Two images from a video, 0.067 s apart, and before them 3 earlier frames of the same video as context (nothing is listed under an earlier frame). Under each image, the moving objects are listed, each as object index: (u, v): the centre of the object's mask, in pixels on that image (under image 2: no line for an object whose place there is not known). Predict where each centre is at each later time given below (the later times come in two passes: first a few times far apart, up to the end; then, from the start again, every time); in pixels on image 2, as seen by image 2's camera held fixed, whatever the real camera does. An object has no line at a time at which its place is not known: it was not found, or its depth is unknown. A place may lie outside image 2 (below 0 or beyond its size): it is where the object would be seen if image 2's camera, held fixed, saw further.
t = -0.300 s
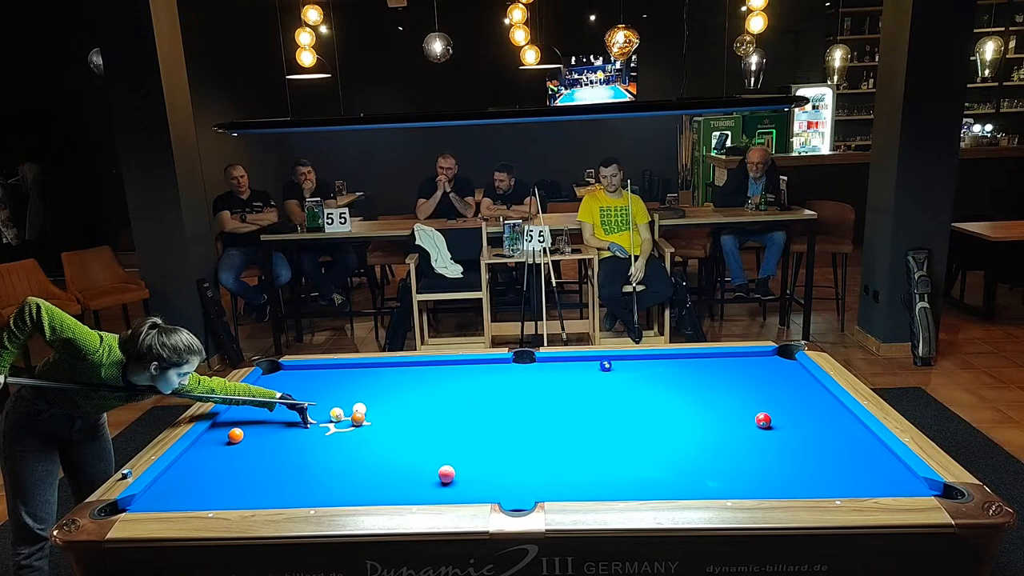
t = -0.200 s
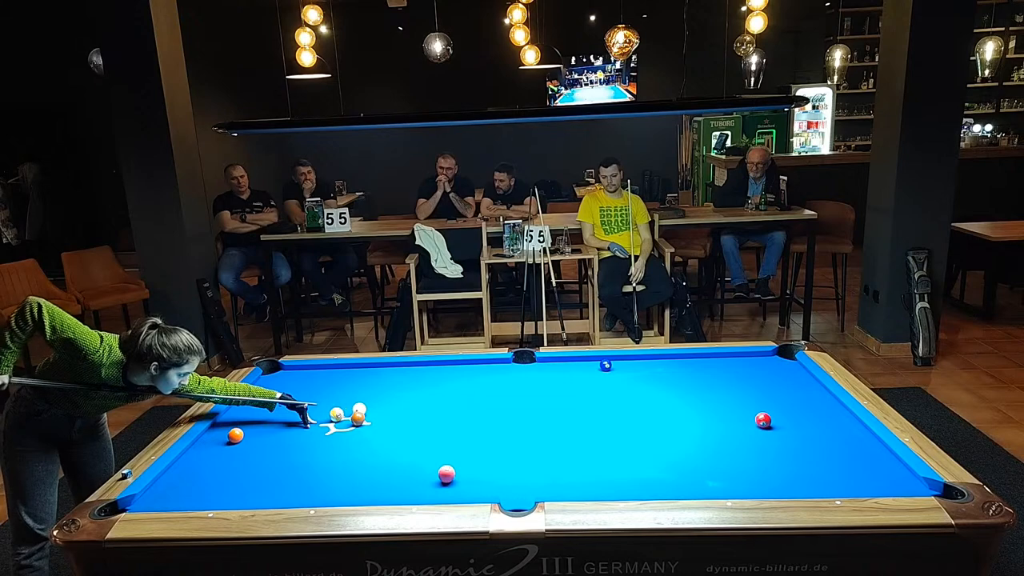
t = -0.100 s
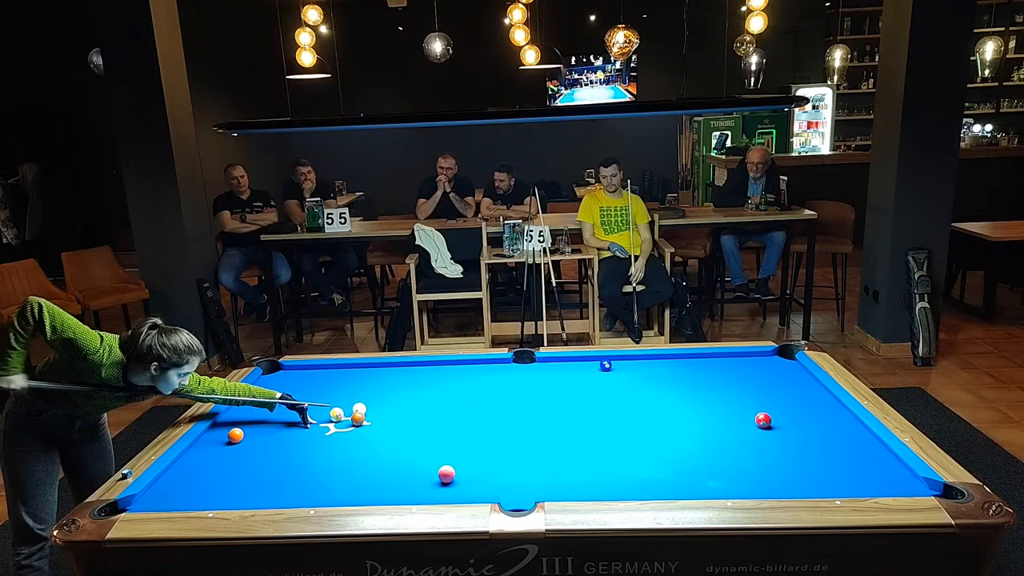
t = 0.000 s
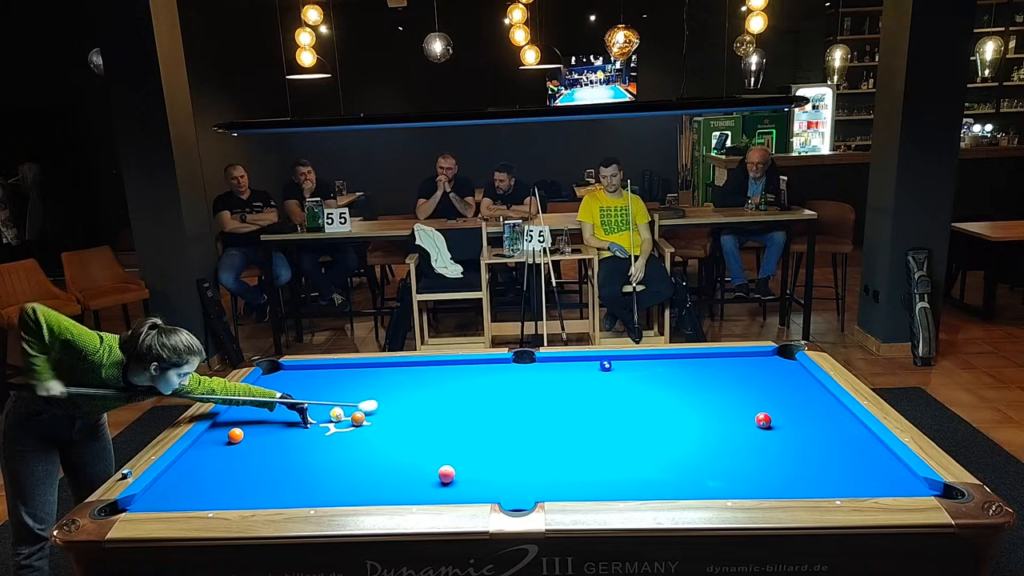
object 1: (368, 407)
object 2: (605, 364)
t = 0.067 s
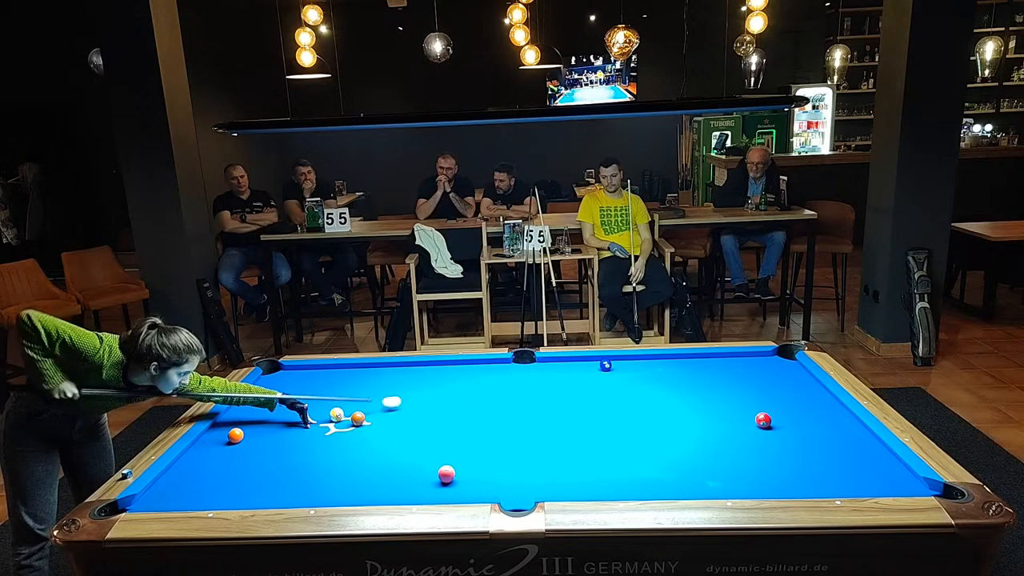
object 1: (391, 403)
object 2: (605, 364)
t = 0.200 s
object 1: (436, 395)
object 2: (605, 364)
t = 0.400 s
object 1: (498, 383)
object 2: (605, 364)
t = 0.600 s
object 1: (556, 372)
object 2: (605, 364)
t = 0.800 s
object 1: (593, 364)
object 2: (622, 364)
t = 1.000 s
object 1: (602, 359)
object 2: (663, 361)
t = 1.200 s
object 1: (608, 361)
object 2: (697, 357)
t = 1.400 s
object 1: (615, 363)
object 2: (730, 357)
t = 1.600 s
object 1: (621, 366)
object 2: (763, 357)
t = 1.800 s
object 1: (626, 367)
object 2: (786, 356)
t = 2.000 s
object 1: (631, 369)
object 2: (777, 354)
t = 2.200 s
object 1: (636, 371)
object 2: (781, 357)
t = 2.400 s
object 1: (639, 373)
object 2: (785, 359)
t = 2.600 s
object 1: (642, 374)
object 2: (788, 361)
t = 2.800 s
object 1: (645, 376)
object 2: (791, 363)
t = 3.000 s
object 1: (647, 377)
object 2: (793, 365)
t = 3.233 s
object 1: (649, 377)
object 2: (795, 366)
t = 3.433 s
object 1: (651, 378)
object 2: (797, 367)
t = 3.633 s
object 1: (651, 378)
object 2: (798, 368)
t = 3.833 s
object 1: (652, 378)
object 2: (800, 369)
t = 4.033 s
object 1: (652, 378)
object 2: (801, 370)
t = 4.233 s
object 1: (652, 378)
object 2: (801, 370)
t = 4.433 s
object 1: (652, 378)
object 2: (801, 370)
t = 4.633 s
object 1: (652, 378)
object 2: (801, 370)
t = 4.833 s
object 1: (652, 378)
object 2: (801, 370)
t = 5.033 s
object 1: (652, 378)
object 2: (801, 370)
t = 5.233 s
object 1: (652, 378)
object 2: (801, 370)
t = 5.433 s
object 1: (652, 378)
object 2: (801, 370)
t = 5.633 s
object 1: (652, 378)
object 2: (801, 370)
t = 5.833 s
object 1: (652, 378)
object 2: (801, 370)
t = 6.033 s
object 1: (652, 378)
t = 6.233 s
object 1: (652, 378)
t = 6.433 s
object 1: (652, 378)
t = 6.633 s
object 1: (652, 378)
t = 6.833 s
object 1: (652, 378)
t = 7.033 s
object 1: (652, 378)
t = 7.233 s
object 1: (652, 378)
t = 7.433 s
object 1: (652, 378)
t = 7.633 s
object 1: (652, 378)
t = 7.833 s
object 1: (652, 378)
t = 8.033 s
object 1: (652, 378)
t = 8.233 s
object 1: (652, 378)
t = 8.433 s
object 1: (652, 378)
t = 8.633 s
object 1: (652, 378)
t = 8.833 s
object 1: (652, 378)
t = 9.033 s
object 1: (652, 378)
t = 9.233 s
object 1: (652, 378)
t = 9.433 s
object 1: (652, 378)
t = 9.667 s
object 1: (652, 378)
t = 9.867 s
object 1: (652, 378)
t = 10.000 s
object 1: (652, 378)
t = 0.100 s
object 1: (403, 401)
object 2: (605, 364)
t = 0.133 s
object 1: (414, 399)
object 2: (605, 364)
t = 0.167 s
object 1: (425, 397)
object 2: (605, 364)
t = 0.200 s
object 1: (436, 395)
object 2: (605, 364)
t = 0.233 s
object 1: (447, 392)
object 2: (605, 364)
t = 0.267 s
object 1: (457, 391)
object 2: (605, 364)
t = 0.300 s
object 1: (468, 388)
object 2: (605, 364)
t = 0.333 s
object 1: (478, 387)
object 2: (605, 364)
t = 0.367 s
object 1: (488, 385)
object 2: (605, 364)
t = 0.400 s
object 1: (498, 383)
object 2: (605, 364)
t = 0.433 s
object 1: (508, 381)
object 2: (605, 364)
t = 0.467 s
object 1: (518, 379)
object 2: (605, 364)
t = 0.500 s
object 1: (528, 377)
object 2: (605, 364)
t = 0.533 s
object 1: (538, 375)
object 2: (605, 364)
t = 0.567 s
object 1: (547, 374)
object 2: (605, 364)
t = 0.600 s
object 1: (556, 372)
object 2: (605, 364)
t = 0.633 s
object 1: (566, 371)
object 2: (605, 364)
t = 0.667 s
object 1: (575, 368)
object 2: (605, 364)
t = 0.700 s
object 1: (584, 367)
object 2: (605, 365)
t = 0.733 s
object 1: (592, 366)
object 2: (606, 365)
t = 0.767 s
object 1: (593, 365)
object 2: (614, 365)
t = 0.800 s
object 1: (593, 364)
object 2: (622, 364)
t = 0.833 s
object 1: (594, 363)
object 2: (630, 364)
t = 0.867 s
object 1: (595, 362)
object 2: (638, 363)
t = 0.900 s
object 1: (596, 361)
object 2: (645, 363)
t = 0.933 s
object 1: (598, 361)
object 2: (651, 362)
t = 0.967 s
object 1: (600, 360)
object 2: (657, 361)
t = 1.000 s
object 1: (602, 359)
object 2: (663, 361)
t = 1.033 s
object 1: (603, 359)
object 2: (668, 360)
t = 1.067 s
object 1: (604, 359)
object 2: (674, 360)
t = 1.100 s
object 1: (605, 360)
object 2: (680, 359)
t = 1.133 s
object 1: (606, 360)
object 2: (686, 358)
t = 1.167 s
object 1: (607, 361)
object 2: (692, 358)
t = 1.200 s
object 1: (608, 361)
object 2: (697, 357)
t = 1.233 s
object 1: (609, 361)
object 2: (703, 356)
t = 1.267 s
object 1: (611, 362)
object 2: (708, 357)
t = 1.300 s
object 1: (612, 362)
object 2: (713, 356)
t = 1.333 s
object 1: (613, 363)
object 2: (719, 356)
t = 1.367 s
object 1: (614, 363)
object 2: (724, 357)
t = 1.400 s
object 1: (615, 363)
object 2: (730, 357)
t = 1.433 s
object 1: (616, 364)
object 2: (736, 357)
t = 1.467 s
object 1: (617, 364)
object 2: (741, 357)
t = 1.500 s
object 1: (618, 364)
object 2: (746, 357)
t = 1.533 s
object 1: (619, 365)
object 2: (752, 357)
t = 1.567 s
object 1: (620, 365)
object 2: (757, 357)
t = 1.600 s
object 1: (621, 366)
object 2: (763, 357)
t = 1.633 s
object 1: (622, 366)
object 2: (768, 358)
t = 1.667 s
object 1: (623, 366)
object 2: (774, 357)
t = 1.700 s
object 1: (623, 367)
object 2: (780, 357)
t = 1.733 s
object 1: (624, 367)
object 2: (785, 356)
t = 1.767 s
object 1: (625, 367)
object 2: (788, 357)
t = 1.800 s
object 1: (626, 367)
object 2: (786, 356)
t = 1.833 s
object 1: (627, 368)
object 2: (783, 355)
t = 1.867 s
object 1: (628, 368)
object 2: (780, 355)
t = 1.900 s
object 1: (629, 369)
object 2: (778, 354)
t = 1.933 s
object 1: (630, 369)
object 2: (776, 354)
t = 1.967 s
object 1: (631, 369)
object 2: (777, 354)
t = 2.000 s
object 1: (631, 369)
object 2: (777, 354)
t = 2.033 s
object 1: (632, 370)
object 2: (778, 355)
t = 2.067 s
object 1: (633, 370)
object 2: (779, 355)
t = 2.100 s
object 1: (633, 371)
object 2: (779, 355)
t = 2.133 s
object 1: (634, 371)
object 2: (780, 356)
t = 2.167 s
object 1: (635, 371)
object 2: (780, 356)
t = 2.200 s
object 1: (636, 371)
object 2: (781, 357)
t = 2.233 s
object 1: (636, 372)
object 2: (782, 357)
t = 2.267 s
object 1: (637, 372)
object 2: (783, 358)
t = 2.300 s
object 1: (637, 372)
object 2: (783, 358)
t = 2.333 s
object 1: (638, 373)
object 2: (784, 358)
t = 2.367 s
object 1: (639, 373)
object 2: (784, 359)
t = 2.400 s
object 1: (639, 373)
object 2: (785, 359)
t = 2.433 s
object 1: (640, 373)
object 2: (785, 360)
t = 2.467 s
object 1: (640, 373)
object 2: (786, 360)
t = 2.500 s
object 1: (641, 374)
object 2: (786, 360)
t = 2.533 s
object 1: (641, 374)
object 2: (787, 361)
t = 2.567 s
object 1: (642, 374)
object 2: (787, 361)
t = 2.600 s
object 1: (642, 374)
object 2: (788, 361)
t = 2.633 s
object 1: (643, 375)
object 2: (789, 362)
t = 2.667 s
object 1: (643, 375)
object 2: (789, 362)
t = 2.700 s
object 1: (644, 375)
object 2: (790, 362)
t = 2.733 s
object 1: (644, 375)
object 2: (790, 363)
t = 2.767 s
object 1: (645, 375)
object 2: (790, 363)
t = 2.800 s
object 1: (645, 376)
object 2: (791, 363)
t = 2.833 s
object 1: (646, 376)
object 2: (791, 364)
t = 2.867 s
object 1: (646, 376)
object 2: (791, 364)
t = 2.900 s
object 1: (646, 376)
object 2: (792, 364)
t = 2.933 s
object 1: (647, 376)
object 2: (792, 364)
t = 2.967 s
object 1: (647, 376)
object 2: (793, 365)
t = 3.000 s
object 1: (647, 377)
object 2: (793, 365)
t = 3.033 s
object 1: (648, 377)
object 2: (793, 365)
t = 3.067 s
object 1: (648, 377)
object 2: (794, 365)
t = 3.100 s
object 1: (648, 377)
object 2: (794, 366)
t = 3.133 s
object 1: (649, 377)
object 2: (794, 366)
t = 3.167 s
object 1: (649, 377)
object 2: (795, 366)
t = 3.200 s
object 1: (649, 377)
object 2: (795, 366)
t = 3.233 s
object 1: (649, 377)
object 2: (795, 366)
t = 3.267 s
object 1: (650, 377)
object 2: (796, 367)
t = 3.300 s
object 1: (650, 377)
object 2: (796, 367)
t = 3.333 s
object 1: (650, 378)
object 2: (796, 367)
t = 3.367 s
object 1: (650, 378)
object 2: (797, 367)
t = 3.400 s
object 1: (650, 378)
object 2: (797, 367)
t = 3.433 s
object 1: (651, 378)
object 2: (797, 367)
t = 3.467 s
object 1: (651, 378)
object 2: (797, 368)
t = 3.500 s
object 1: (651, 378)
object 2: (798, 368)
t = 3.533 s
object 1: (651, 378)
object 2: (798, 368)
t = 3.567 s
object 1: (651, 378)
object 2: (798, 368)
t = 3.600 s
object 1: (651, 378)
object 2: (798, 368)
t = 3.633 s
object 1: (651, 378)
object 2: (798, 368)
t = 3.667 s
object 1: (651, 378)
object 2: (799, 368)
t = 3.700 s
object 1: (652, 378)
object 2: (799, 369)
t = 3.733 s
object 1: (652, 378)
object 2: (799, 369)
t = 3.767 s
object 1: (652, 378)
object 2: (799, 369)
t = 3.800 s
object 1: (652, 378)
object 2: (800, 369)
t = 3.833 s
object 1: (652, 378)
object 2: (800, 369)
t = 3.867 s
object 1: (652, 378)
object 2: (800, 369)
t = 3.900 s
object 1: (652, 378)
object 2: (800, 370)
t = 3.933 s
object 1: (652, 378)
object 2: (800, 369)
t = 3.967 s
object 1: (652, 378)
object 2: (800, 370)
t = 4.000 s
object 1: (652, 378)
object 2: (801, 369)
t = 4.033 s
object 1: (652, 378)
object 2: (801, 370)
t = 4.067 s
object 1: (652, 378)
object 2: (801, 370)
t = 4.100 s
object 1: (652, 378)
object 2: (801, 370)
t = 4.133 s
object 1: (652, 378)
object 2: (801, 370)
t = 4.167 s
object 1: (652, 378)
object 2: (801, 370)
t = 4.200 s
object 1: (652, 378)
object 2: (801, 370)
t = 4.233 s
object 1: (652, 378)
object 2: (801, 370)
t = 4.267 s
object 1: (652, 378)
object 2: (801, 370)
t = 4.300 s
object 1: (652, 378)
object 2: (801, 370)
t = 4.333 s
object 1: (652, 378)
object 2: (801, 370)
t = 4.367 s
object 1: (652, 378)
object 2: (801, 370)
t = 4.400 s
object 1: (652, 378)
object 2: (801, 370)
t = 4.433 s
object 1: (652, 378)
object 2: (801, 370)
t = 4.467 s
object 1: (652, 378)
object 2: (801, 370)
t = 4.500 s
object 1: (652, 378)
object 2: (801, 370)
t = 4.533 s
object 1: (652, 378)
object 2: (801, 370)
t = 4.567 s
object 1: (652, 378)
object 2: (801, 370)
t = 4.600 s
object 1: (652, 378)
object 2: (801, 370)
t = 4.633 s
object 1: (652, 378)
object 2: (801, 370)
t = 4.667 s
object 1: (652, 378)
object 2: (801, 370)
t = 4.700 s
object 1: (652, 378)
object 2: (801, 370)
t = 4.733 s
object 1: (652, 378)
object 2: (801, 370)
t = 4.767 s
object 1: (652, 378)
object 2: (801, 370)
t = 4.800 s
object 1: (652, 378)
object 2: (801, 370)
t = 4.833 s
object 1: (652, 378)
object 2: (801, 370)
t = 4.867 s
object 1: (652, 378)
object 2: (801, 370)
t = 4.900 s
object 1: (652, 378)
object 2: (801, 370)
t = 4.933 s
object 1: (652, 378)
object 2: (801, 370)
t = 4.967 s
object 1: (652, 378)
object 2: (801, 370)
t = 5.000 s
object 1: (652, 378)
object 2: (801, 370)
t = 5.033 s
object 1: (652, 378)
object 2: (801, 370)
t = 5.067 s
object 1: (652, 378)
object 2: (801, 370)
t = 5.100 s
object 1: (652, 378)
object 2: (801, 370)
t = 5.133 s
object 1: (652, 378)
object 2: (801, 370)
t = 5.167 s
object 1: (652, 378)
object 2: (801, 370)
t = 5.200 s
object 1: (652, 378)
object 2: (801, 370)
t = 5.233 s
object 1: (652, 378)
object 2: (801, 370)
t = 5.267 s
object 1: (652, 378)
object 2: (801, 370)
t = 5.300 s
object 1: (652, 378)
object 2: (801, 370)
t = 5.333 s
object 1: (652, 378)
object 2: (801, 370)
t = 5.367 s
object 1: (652, 378)
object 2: (801, 370)
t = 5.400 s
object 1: (652, 378)
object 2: (801, 370)
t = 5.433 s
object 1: (652, 378)
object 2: (801, 370)
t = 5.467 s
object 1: (652, 378)
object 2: (801, 370)
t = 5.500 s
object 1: (652, 378)
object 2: (801, 370)
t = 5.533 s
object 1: (652, 378)
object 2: (801, 370)
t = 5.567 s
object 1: (652, 378)
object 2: (801, 370)
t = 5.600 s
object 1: (652, 378)
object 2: (801, 370)
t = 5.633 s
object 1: (652, 378)
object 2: (801, 370)
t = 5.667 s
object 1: (652, 378)
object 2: (801, 370)
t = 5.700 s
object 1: (652, 378)
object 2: (801, 370)
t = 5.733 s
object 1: (652, 378)
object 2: (801, 370)
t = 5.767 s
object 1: (652, 378)
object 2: (801, 370)
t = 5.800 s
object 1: (652, 378)
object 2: (801, 370)
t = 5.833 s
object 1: (652, 378)
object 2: (801, 370)
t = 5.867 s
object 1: (652, 378)
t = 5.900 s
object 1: (652, 378)
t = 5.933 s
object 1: (652, 378)
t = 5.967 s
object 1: (652, 378)
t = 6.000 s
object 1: (652, 378)
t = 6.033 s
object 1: (652, 378)
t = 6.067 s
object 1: (652, 378)
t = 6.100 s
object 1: (652, 378)
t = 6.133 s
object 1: (652, 378)
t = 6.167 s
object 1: (652, 378)
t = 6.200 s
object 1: (652, 378)
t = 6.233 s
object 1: (652, 378)
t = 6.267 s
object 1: (652, 378)
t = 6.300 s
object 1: (652, 378)
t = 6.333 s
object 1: (652, 378)
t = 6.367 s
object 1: (652, 378)
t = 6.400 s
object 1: (652, 378)
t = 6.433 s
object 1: (652, 378)
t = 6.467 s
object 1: (652, 378)
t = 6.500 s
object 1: (652, 378)
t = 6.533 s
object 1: (652, 378)
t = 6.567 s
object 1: (652, 378)
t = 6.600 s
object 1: (652, 378)
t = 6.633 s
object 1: (652, 378)
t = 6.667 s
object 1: (652, 378)
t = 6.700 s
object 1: (652, 378)
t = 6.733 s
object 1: (652, 378)
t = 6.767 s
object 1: (652, 378)
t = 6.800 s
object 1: (652, 378)
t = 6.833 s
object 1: (652, 378)
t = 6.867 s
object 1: (652, 378)
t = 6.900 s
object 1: (652, 378)
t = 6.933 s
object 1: (652, 378)
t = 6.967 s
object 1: (652, 378)
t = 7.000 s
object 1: (652, 378)
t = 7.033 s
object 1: (652, 378)
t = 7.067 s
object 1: (652, 378)
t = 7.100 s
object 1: (652, 378)
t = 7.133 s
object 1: (652, 378)
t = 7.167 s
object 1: (652, 378)
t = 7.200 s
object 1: (652, 378)
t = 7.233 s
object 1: (652, 378)
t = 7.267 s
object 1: (652, 378)
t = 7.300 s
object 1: (652, 378)
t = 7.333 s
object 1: (652, 378)
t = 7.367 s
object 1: (652, 378)
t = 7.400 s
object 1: (652, 378)
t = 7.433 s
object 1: (652, 378)
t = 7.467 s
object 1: (652, 378)
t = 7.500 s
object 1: (652, 378)
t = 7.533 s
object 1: (652, 378)
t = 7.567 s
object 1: (652, 378)
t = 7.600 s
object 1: (652, 378)
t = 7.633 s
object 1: (652, 378)
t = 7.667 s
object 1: (652, 378)
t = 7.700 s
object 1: (652, 378)
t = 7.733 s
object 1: (652, 378)
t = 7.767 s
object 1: (652, 378)
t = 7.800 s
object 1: (652, 378)
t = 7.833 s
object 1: (652, 378)
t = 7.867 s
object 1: (652, 378)
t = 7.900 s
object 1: (652, 378)
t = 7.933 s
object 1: (652, 378)
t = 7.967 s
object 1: (652, 378)
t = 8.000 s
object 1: (652, 378)
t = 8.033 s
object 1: (652, 378)
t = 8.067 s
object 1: (652, 378)
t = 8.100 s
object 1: (652, 378)
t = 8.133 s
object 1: (652, 378)
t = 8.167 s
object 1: (652, 378)
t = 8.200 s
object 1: (652, 378)
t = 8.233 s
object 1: (652, 378)
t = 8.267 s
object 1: (652, 378)
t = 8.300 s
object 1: (652, 378)
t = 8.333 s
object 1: (652, 378)
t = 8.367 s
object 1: (652, 378)
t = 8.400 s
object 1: (652, 378)
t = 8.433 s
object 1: (652, 378)
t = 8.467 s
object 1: (652, 378)
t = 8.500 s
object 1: (652, 378)
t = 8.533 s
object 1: (652, 378)
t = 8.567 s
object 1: (652, 378)
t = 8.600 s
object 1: (652, 378)
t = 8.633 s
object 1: (652, 378)
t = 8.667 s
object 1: (652, 378)
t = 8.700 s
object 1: (652, 378)
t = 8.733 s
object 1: (652, 378)
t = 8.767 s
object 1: (652, 378)
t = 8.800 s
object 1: (652, 378)
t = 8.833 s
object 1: (652, 378)
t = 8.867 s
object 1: (652, 378)
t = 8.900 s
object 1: (652, 378)
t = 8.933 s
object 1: (652, 378)
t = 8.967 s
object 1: (652, 378)
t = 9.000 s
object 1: (652, 378)
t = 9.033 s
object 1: (652, 378)
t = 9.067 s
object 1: (652, 378)
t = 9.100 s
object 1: (652, 378)
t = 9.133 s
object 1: (652, 378)
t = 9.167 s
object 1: (652, 378)
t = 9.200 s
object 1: (652, 378)
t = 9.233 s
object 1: (652, 378)
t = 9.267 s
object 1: (652, 378)
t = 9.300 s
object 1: (652, 378)
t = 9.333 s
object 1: (652, 378)
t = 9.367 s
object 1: (652, 378)
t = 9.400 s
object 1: (652, 378)
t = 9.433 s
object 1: (652, 378)
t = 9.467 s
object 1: (652, 378)
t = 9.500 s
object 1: (652, 378)
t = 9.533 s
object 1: (652, 378)
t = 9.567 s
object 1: (652, 378)
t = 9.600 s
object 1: (652, 378)
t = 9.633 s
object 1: (652, 378)
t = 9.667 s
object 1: (652, 378)
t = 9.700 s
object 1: (652, 378)
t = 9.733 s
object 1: (652, 378)
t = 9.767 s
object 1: (652, 378)
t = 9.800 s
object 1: (652, 378)
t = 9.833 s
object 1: (652, 378)
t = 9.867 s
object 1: (652, 378)
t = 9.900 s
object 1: (652, 378)
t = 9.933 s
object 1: (652, 378)
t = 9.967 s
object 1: (652, 378)
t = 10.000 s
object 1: (652, 378)
